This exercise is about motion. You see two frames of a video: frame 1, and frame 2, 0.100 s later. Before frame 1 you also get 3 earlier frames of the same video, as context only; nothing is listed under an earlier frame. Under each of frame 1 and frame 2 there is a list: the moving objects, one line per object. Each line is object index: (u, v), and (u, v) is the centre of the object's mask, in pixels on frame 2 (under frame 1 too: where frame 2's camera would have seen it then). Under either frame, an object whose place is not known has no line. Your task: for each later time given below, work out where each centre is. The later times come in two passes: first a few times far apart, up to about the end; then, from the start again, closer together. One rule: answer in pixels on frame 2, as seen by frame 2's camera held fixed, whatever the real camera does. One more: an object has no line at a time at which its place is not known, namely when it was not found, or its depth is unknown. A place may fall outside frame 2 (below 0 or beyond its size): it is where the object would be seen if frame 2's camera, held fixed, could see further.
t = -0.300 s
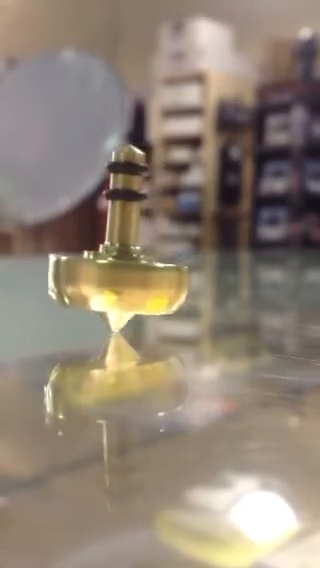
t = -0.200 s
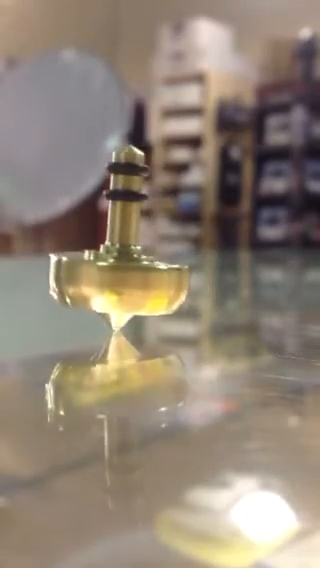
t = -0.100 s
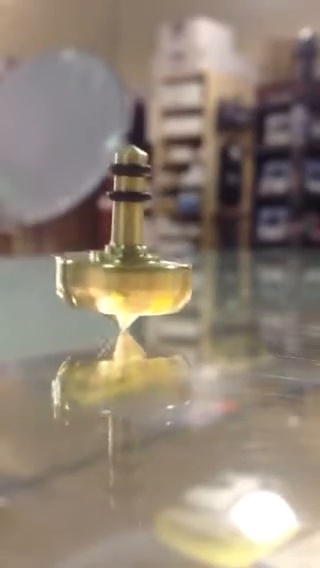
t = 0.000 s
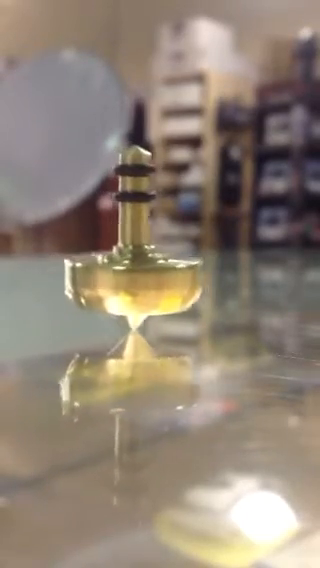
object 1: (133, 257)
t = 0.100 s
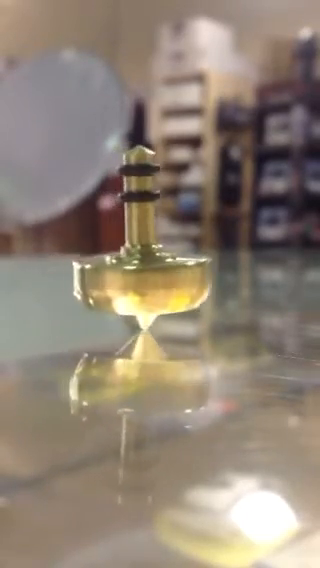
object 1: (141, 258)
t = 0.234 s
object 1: (146, 258)
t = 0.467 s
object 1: (136, 257)
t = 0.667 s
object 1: (120, 257)
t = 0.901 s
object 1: (119, 256)
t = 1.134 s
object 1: (137, 257)
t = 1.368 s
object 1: (143, 257)
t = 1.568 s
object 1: (129, 257)
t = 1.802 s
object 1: (115, 257)
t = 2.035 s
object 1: (124, 258)
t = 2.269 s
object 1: (141, 258)
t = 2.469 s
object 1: (139, 257)
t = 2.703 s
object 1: (122, 257)
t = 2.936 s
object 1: (118, 258)
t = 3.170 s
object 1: (133, 257)
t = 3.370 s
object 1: (143, 258)
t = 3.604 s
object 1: (132, 257)
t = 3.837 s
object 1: (116, 257)
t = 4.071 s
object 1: (121, 257)
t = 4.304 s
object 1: (137, 257)
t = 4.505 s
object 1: (138, 257)
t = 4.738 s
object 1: (121, 258)
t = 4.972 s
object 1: (113, 257)
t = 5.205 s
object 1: (126, 257)
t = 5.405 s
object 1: (136, 257)
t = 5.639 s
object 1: (130, 257)
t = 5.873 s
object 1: (113, 257)
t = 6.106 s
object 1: (114, 257)
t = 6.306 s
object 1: (128, 257)
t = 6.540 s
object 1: (134, 257)
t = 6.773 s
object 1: (120, 257)
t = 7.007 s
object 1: (109, 257)
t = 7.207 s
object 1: (117, 257)
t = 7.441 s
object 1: (131, 257)
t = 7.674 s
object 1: (127, 257)
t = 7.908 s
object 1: (110, 257)
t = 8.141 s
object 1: (110, 257)
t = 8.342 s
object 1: (123, 257)
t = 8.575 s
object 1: (129, 257)
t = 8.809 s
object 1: (117, 257)
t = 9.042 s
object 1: (106, 257)
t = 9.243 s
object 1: (113, 257)
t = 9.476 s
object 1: (126, 257)
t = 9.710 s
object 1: (123, 257)
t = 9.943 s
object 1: (107, 257)
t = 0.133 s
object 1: (143, 258)
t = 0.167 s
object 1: (145, 258)
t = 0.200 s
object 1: (146, 257)
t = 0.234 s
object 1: (146, 258)
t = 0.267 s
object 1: (146, 258)
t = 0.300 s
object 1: (146, 258)
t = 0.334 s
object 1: (145, 258)
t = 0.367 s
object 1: (144, 258)
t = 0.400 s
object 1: (142, 258)
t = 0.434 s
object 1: (139, 258)
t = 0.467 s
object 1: (136, 257)
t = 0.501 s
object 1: (134, 257)
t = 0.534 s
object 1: (131, 257)
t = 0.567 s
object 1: (128, 257)
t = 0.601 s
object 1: (125, 257)
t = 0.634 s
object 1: (122, 257)
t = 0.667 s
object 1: (120, 257)
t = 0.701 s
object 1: (118, 257)
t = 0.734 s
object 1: (117, 257)
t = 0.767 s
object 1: (117, 256)
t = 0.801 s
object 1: (117, 256)
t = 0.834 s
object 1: (117, 256)
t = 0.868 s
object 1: (118, 256)
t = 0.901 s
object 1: (119, 256)
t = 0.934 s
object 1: (121, 256)
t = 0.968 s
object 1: (124, 257)
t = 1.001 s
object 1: (126, 256)
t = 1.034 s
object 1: (129, 257)
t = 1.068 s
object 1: (132, 257)
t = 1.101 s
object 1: (135, 257)
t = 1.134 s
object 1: (137, 257)
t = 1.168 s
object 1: (140, 257)
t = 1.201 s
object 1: (141, 257)
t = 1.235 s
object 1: (143, 257)
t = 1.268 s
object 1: (144, 257)
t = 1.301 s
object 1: (144, 257)
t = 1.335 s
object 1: (144, 257)
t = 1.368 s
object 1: (143, 257)
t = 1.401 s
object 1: (141, 257)
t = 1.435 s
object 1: (139, 257)
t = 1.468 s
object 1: (137, 257)
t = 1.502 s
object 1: (134, 257)
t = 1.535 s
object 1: (131, 257)
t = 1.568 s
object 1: (129, 257)
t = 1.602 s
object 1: (126, 258)
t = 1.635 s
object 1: (123, 258)
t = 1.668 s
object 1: (121, 257)
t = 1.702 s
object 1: (118, 257)
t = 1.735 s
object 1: (116, 256)
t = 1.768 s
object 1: (115, 257)
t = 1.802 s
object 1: (115, 257)
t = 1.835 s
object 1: (115, 257)
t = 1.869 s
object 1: (115, 257)
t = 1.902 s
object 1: (115, 257)
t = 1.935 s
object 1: (118, 257)
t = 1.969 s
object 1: (120, 257)
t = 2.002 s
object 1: (121, 258)
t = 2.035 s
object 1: (124, 258)
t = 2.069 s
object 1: (127, 258)
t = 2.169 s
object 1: (135, 258)
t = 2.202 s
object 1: (138, 258)
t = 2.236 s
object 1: (140, 258)
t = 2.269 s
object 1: (141, 258)
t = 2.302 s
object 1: (142, 258)
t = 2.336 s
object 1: (142, 258)
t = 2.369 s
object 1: (142, 258)
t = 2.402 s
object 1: (142, 258)
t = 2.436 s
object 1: (140, 258)
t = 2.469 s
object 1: (139, 257)
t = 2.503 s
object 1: (138, 257)
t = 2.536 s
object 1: (136, 257)
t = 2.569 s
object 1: (133, 257)
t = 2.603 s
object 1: (130, 257)
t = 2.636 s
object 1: (127, 258)
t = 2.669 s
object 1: (124, 258)
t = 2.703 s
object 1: (122, 257)
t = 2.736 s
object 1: (120, 257)
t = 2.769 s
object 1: (118, 257)
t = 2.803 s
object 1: (117, 258)
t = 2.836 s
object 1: (117, 258)
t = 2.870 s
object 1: (117, 257)
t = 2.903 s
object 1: (117, 257)
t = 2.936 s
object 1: (118, 258)
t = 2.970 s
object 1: (120, 258)
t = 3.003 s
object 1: (121, 258)
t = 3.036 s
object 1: (123, 258)
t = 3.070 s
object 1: (126, 258)
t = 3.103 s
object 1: (128, 258)
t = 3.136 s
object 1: (131, 258)
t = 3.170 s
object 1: (133, 257)
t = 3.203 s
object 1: (136, 257)
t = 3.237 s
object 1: (138, 257)
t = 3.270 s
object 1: (140, 258)
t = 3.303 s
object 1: (142, 257)
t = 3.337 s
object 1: (143, 258)
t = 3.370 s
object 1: (143, 258)
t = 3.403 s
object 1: (143, 258)
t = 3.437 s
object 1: (142, 258)
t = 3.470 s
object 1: (141, 258)
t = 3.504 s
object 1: (140, 257)
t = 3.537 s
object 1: (138, 257)
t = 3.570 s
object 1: (135, 257)
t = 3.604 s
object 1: (132, 257)
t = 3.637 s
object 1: (130, 257)
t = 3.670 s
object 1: (126, 257)
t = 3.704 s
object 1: (124, 258)
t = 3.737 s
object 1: (121, 258)
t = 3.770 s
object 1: (119, 258)
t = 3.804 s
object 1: (117, 258)
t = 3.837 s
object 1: (116, 257)
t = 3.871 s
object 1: (115, 257)
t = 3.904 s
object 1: (115, 257)
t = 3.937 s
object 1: (115, 257)
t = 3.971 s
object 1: (116, 257)
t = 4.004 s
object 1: (117, 257)
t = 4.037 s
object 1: (119, 257)
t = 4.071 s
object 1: (121, 257)
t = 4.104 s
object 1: (123, 257)
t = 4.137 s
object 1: (126, 257)
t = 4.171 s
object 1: (128, 258)
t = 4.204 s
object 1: (131, 257)
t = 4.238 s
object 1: (133, 257)
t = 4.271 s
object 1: (135, 257)
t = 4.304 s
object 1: (137, 257)
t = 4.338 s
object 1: (138, 257)
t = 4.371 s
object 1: (140, 258)
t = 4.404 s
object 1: (140, 257)
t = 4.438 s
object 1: (140, 257)
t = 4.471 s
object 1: (139, 257)
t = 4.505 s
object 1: (138, 257)
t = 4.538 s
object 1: (137, 257)
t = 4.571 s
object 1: (135, 257)
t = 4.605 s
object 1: (132, 258)
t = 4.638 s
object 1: (130, 258)
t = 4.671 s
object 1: (127, 258)
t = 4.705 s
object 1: (124, 258)
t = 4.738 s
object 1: (121, 258)
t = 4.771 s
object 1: (119, 258)
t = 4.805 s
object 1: (117, 258)
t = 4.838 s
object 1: (115, 258)
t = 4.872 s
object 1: (114, 257)
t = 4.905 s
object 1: (113, 258)
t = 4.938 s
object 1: (113, 257)
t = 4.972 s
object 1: (113, 257)
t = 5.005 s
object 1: (113, 257)
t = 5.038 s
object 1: (115, 257)
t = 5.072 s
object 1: (116, 257)
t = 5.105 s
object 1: (118, 257)
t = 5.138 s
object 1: (121, 257)
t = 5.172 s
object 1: (123, 257)
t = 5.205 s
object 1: (126, 257)
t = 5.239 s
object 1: (128, 257)
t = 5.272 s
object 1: (131, 257)
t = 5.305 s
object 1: (133, 257)
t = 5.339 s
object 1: (134, 257)
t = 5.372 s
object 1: (136, 257)
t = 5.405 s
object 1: (136, 257)
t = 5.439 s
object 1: (137, 257)
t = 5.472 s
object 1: (137, 257)
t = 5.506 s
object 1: (137, 257)
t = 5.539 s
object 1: (136, 257)
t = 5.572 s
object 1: (134, 257)
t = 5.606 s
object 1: (133, 257)
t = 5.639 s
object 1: (130, 257)
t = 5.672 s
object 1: (128, 257)
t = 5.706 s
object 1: (125, 258)
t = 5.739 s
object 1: (122, 258)
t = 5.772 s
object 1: (119, 258)
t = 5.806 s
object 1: (117, 257)
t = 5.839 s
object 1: (115, 257)
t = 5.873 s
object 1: (113, 257)
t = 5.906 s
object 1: (112, 257)
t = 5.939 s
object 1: (111, 257)
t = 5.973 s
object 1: (111, 257)
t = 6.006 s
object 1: (111, 257)
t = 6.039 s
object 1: (111, 257)
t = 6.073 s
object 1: (113, 257)
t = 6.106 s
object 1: (114, 257)
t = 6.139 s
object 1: (116, 257)
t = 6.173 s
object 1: (119, 257)
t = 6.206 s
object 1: (121, 257)
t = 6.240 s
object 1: (123, 257)
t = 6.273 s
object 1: (126, 257)
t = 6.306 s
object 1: (128, 257)
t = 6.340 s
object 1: (130, 258)
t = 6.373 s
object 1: (132, 257)
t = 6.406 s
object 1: (133, 257)
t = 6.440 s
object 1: (134, 257)
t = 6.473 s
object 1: (134, 257)
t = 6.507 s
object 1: (134, 257)
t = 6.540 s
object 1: (134, 257)
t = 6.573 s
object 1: (133, 257)
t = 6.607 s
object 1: (131, 258)
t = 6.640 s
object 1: (129, 257)
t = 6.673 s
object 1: (127, 257)
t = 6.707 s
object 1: (125, 257)
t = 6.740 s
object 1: (122, 257)
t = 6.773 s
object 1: (120, 257)
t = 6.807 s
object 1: (117, 257)
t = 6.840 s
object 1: (115, 257)
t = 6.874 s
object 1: (113, 257)
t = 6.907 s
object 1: (111, 256)
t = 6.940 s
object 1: (110, 257)
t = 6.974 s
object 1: (109, 256)
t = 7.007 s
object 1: (109, 257)
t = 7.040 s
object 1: (109, 256)
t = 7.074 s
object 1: (110, 257)
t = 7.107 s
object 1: (111, 256)
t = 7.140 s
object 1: (113, 256)
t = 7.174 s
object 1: (115, 257)
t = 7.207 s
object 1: (117, 257)
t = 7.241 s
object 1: (119, 257)
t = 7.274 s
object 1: (122, 257)
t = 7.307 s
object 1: (124, 258)
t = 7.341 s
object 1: (126, 257)
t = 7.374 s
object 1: (128, 257)
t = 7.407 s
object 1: (130, 257)
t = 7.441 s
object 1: (131, 257)
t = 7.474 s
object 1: (132, 257)
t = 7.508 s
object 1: (133, 258)
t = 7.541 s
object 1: (133, 257)
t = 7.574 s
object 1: (132, 257)
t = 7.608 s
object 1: (131, 257)
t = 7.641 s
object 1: (129, 257)
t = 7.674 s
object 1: (127, 257)
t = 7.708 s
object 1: (125, 257)
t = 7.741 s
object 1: (123, 257)
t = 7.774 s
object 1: (120, 257)
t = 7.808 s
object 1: (117, 257)
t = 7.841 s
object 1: (115, 257)
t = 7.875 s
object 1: (113, 257)
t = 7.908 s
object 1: (110, 257)
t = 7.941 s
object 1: (109, 257)
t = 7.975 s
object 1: (108, 257)
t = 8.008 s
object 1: (107, 257)
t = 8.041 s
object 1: (107, 257)
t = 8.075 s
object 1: (108, 257)
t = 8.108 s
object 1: (108, 257)
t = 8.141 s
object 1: (110, 257)
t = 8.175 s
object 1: (111, 257)
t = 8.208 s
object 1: (114, 257)
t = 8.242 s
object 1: (116, 257)
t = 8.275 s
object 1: (118, 257)
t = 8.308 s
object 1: (121, 257)
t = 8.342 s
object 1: (123, 257)
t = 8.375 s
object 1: (125, 257)
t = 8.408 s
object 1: (127, 257)
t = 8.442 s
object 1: (128, 257)
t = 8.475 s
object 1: (129, 257)
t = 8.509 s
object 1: (130, 257)
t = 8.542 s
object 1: (130, 257)
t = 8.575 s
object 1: (129, 257)
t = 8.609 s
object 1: (129, 257)
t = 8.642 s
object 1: (128, 257)
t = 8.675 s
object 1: (126, 257)
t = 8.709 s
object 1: (124, 256)
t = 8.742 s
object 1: (122, 256)
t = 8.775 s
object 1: (119, 256)
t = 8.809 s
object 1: (117, 257)
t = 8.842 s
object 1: (115, 256)
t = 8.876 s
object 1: (112, 257)
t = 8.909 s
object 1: (110, 257)
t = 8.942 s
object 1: (109, 257)
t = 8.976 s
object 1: (107, 257)
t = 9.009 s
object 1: (107, 257)
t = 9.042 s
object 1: (106, 257)
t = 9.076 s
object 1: (106, 257)
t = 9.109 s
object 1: (107, 257)
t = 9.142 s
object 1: (108, 257)
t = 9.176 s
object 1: (109, 257)
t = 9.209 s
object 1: (111, 257)
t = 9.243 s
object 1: (113, 257)
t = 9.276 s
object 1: (115, 256)
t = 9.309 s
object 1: (117, 257)
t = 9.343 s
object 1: (120, 257)
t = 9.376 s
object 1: (121, 257)
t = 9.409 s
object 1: (123, 257)
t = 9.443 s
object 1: (125, 257)
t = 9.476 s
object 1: (126, 257)
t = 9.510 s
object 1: (127, 257)
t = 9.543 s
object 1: (128, 257)
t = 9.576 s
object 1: (128, 257)
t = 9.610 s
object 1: (128, 257)
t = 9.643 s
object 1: (127, 257)
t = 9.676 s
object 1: (125, 257)
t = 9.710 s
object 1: (123, 257)
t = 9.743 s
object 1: (121, 257)
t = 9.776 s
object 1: (119, 257)
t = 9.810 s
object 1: (116, 257)
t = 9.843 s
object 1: (114, 257)
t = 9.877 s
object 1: (111, 257)
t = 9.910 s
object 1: (109, 257)
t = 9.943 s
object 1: (107, 257)
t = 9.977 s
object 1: (106, 257)
